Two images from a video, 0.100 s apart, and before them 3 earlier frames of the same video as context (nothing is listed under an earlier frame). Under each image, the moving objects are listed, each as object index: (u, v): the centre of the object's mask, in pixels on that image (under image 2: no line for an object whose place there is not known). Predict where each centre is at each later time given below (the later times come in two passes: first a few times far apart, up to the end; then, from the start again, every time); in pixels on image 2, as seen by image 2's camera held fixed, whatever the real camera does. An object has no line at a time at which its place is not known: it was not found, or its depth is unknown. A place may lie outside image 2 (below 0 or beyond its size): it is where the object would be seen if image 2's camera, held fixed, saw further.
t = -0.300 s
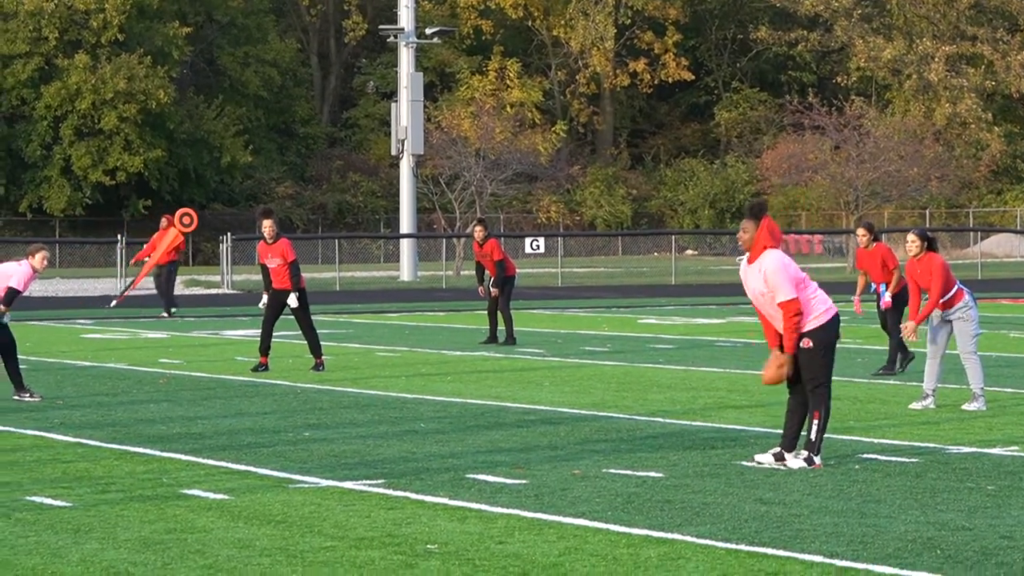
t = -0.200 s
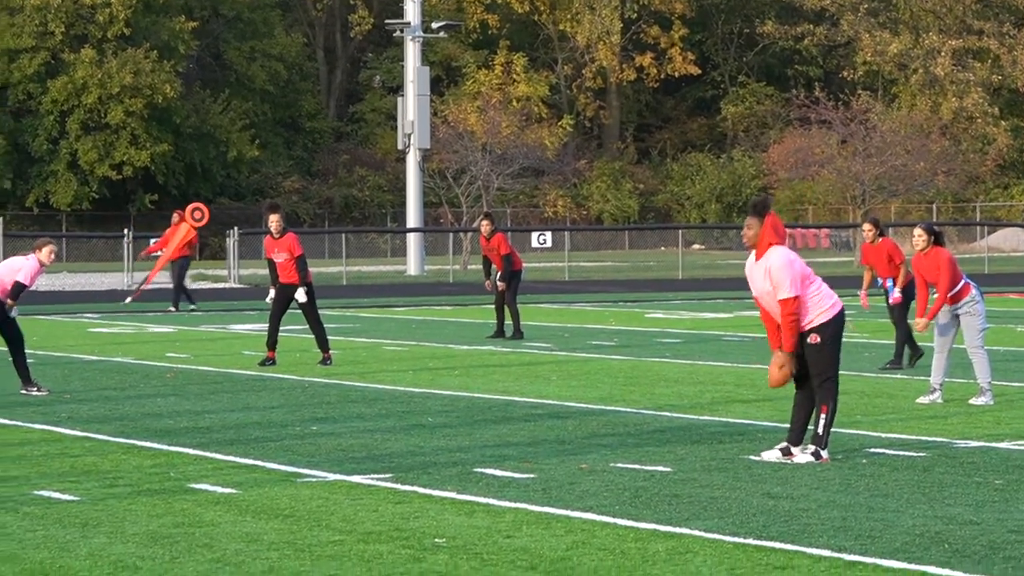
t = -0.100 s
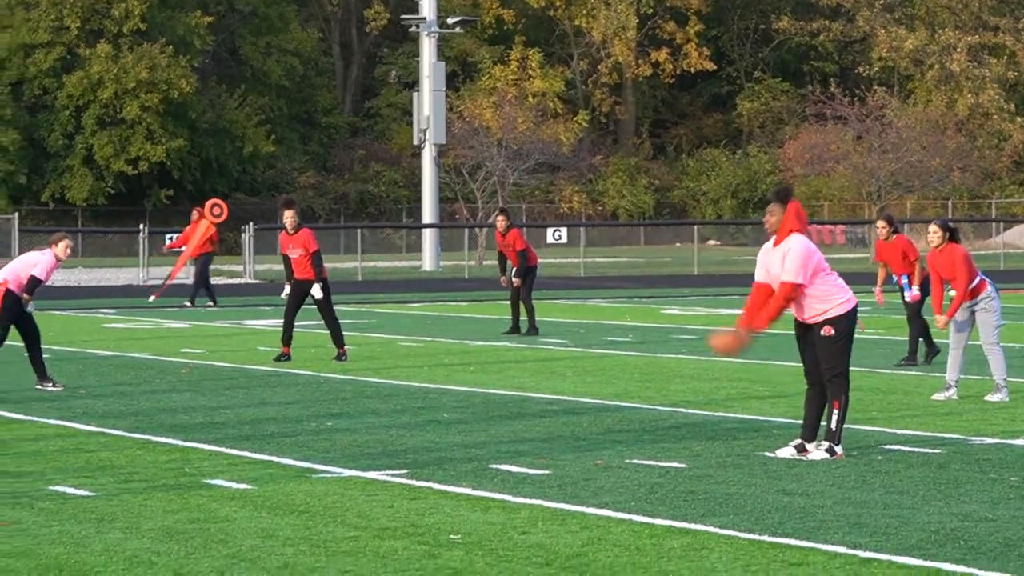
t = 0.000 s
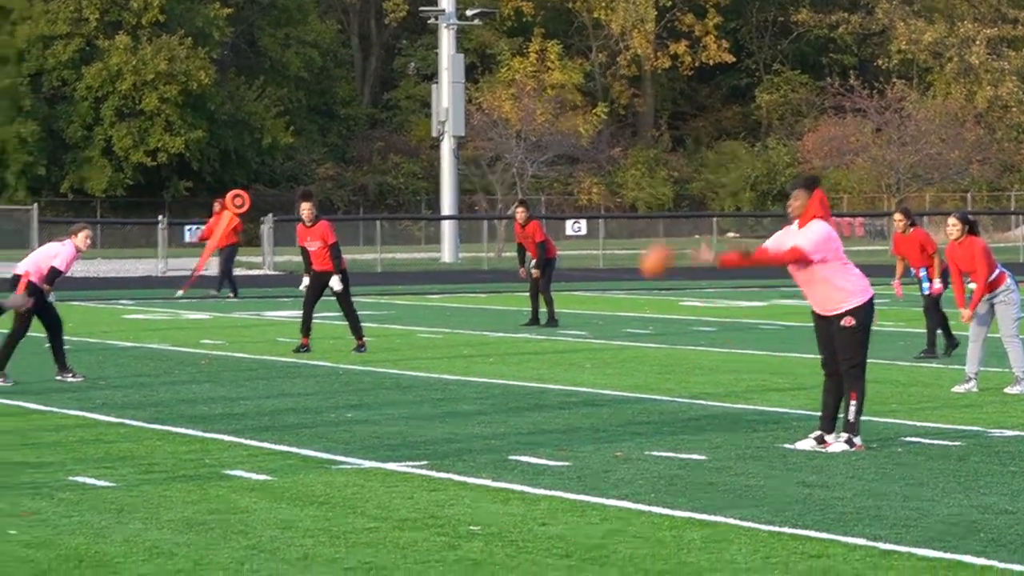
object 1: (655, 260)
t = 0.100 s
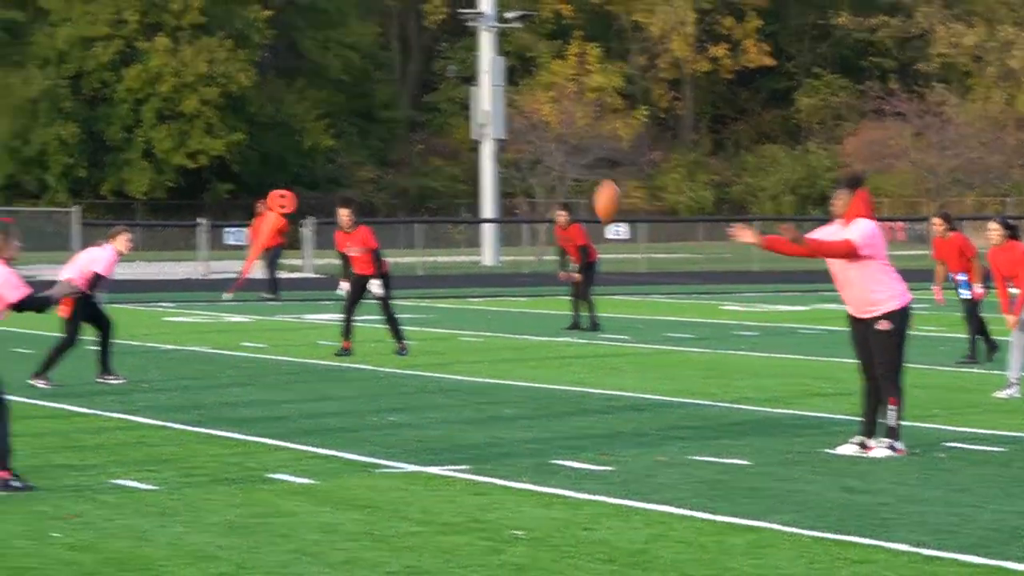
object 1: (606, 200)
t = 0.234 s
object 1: (484, 143)
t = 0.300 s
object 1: (424, 124)
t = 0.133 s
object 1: (576, 182)
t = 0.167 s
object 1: (547, 168)
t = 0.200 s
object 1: (516, 155)
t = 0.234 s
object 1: (484, 143)
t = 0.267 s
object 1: (455, 132)
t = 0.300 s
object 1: (424, 124)
